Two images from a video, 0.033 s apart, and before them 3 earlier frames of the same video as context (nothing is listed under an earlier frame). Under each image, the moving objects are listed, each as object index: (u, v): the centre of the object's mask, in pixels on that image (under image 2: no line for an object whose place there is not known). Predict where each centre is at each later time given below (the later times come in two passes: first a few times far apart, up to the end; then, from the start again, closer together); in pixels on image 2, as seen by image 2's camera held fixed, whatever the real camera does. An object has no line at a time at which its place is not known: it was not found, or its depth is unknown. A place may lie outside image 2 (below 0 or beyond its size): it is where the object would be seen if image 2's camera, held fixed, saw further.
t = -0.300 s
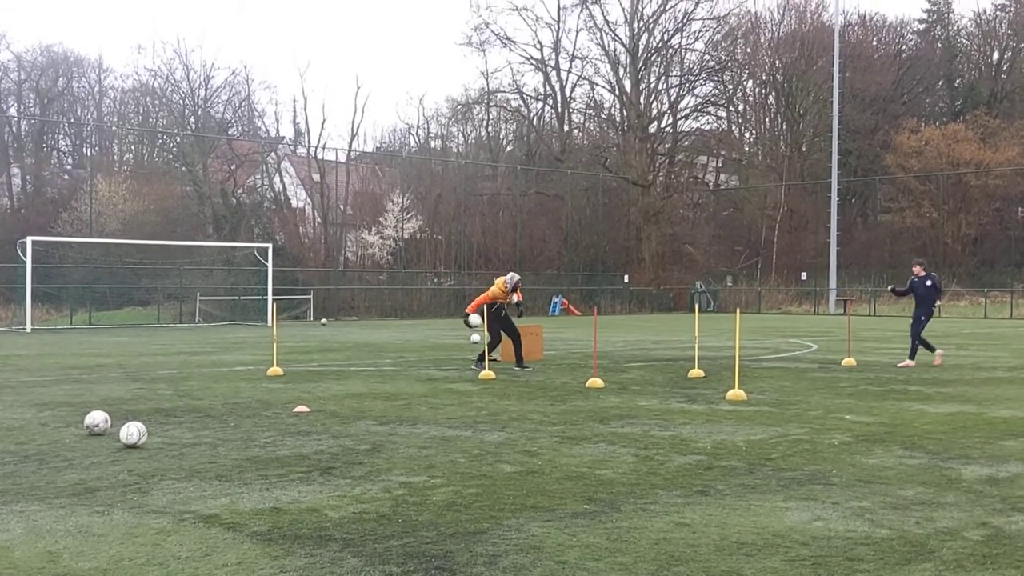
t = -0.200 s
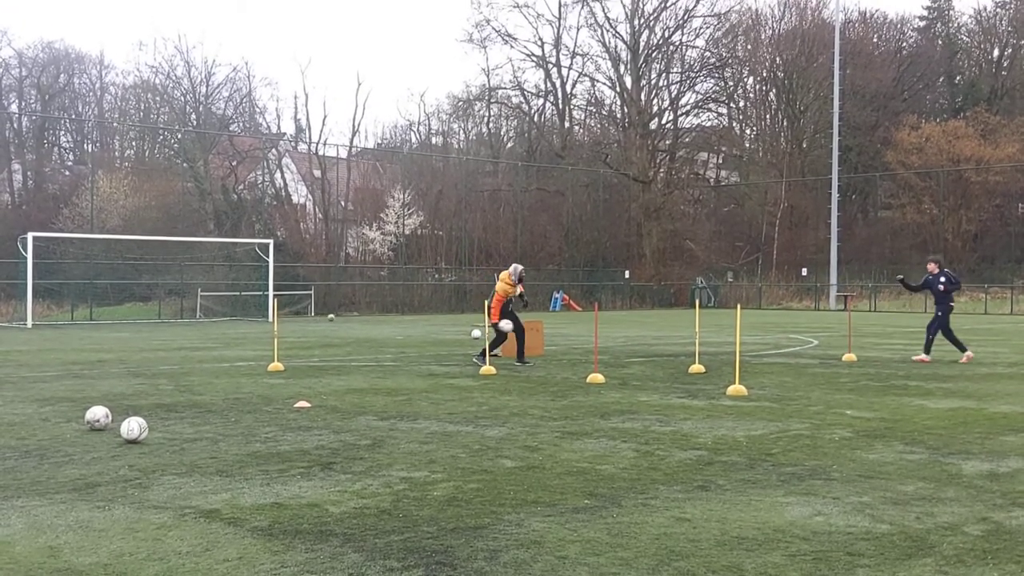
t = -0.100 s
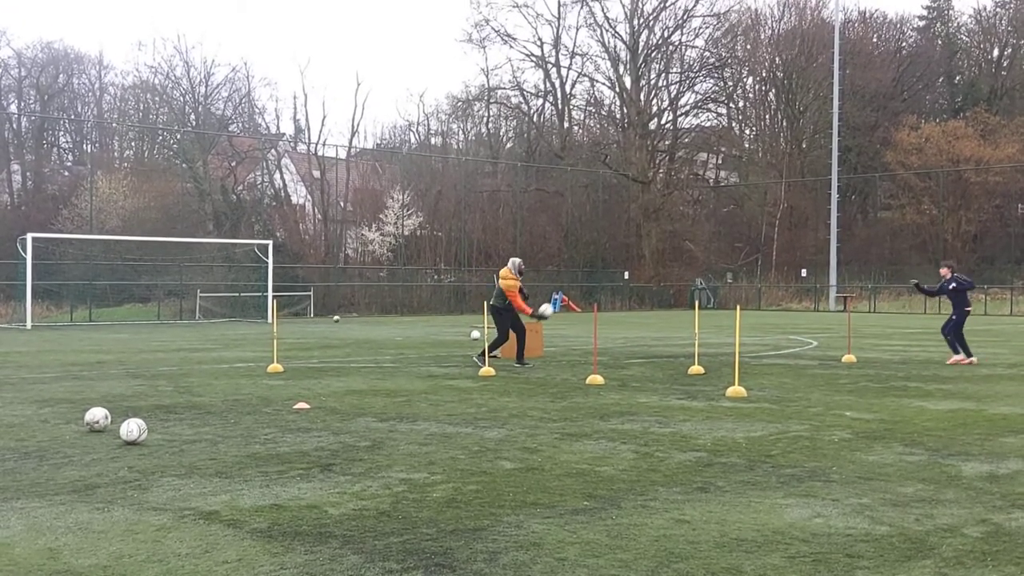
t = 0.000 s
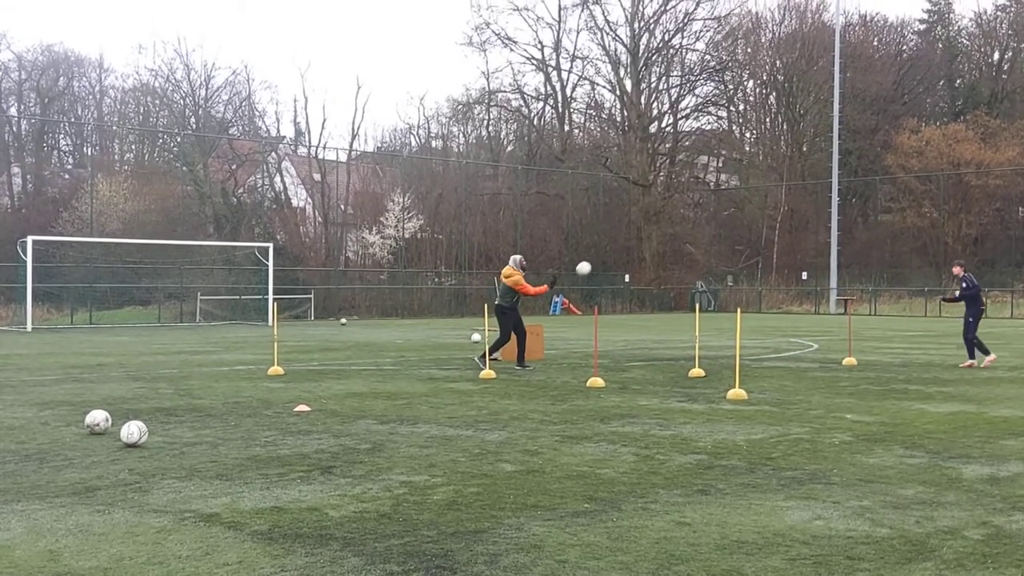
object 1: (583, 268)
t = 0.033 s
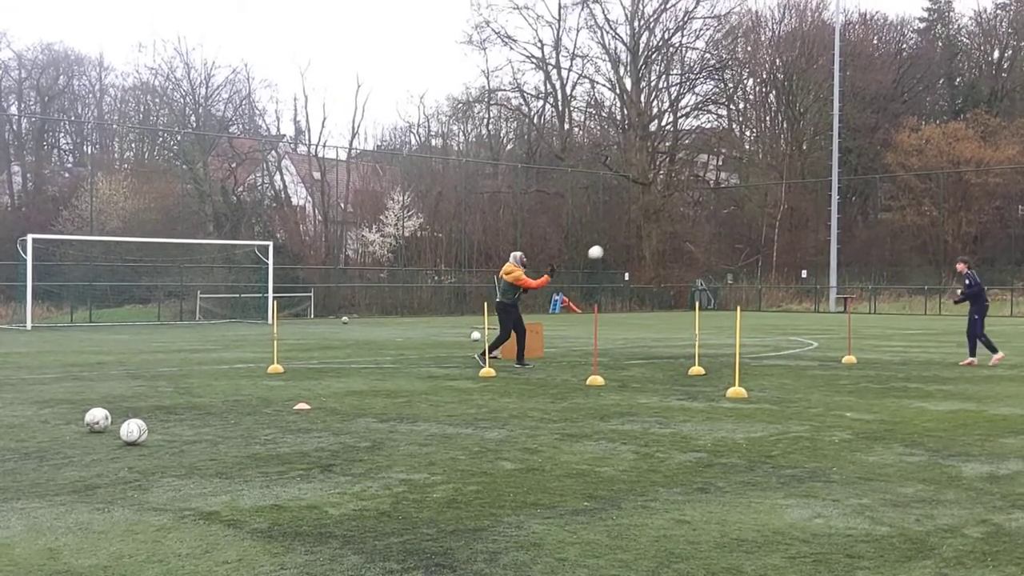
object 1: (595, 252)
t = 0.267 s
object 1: (680, 174)
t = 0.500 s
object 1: (763, 134)
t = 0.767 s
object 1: (859, 132)
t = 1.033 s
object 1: (949, 177)
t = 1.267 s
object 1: (1021, 253)
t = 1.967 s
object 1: (1021, 326)
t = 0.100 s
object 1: (619, 226)
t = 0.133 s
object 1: (631, 214)
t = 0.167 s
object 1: (643, 203)
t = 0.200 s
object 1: (656, 193)
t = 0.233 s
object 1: (667, 183)
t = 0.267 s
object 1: (680, 174)
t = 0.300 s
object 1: (693, 166)
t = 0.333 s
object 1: (705, 159)
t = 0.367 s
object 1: (716, 153)
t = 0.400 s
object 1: (727, 147)
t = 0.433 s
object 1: (739, 143)
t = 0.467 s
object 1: (751, 138)
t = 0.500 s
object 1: (763, 134)
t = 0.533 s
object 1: (776, 130)
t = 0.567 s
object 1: (789, 126)
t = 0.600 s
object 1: (801, 127)
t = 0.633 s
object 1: (813, 127)
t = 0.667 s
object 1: (823, 129)
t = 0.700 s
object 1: (834, 130)
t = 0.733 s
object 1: (845, 131)
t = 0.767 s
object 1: (859, 132)
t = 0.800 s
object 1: (872, 134)
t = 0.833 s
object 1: (884, 138)
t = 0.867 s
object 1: (894, 144)
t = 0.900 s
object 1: (904, 150)
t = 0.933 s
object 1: (913, 156)
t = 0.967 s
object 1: (925, 163)
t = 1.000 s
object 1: (936, 169)
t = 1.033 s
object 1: (949, 177)
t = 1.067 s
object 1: (961, 185)
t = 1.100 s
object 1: (973, 194)
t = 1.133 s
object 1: (983, 205)
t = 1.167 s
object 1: (992, 217)
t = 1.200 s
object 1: (1003, 228)
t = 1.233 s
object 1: (1014, 240)
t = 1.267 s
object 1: (1021, 253)
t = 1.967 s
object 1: (1021, 326)
